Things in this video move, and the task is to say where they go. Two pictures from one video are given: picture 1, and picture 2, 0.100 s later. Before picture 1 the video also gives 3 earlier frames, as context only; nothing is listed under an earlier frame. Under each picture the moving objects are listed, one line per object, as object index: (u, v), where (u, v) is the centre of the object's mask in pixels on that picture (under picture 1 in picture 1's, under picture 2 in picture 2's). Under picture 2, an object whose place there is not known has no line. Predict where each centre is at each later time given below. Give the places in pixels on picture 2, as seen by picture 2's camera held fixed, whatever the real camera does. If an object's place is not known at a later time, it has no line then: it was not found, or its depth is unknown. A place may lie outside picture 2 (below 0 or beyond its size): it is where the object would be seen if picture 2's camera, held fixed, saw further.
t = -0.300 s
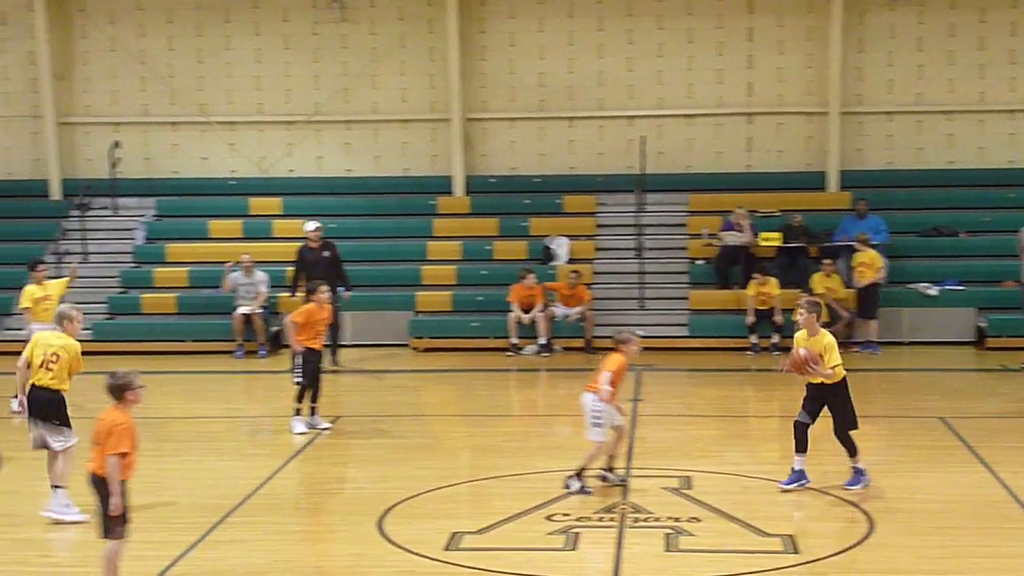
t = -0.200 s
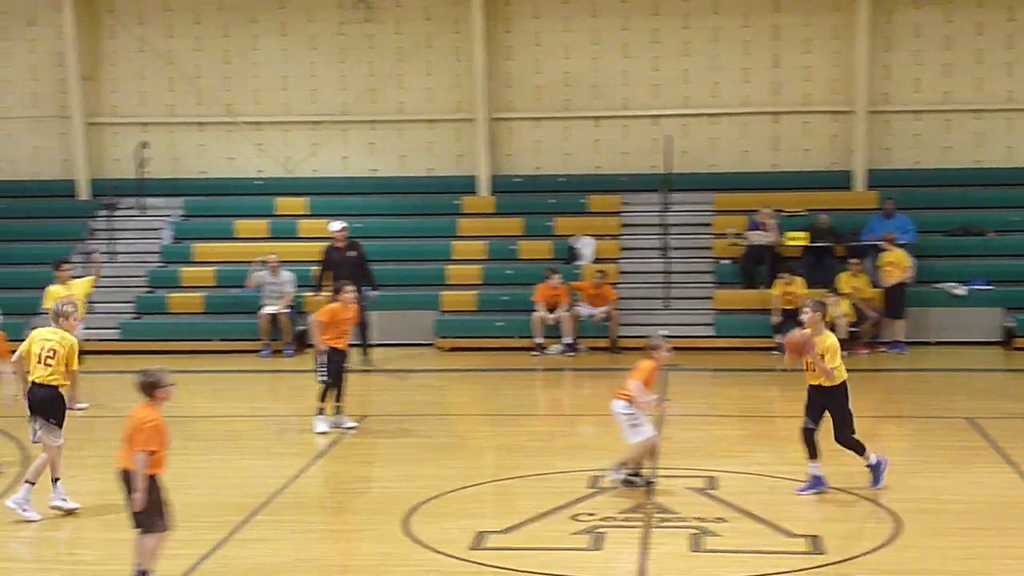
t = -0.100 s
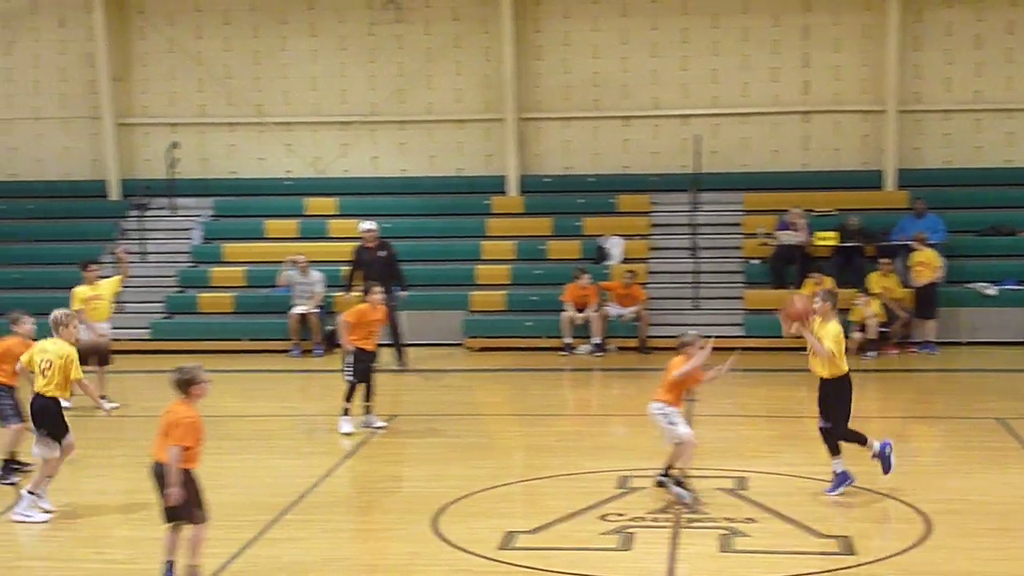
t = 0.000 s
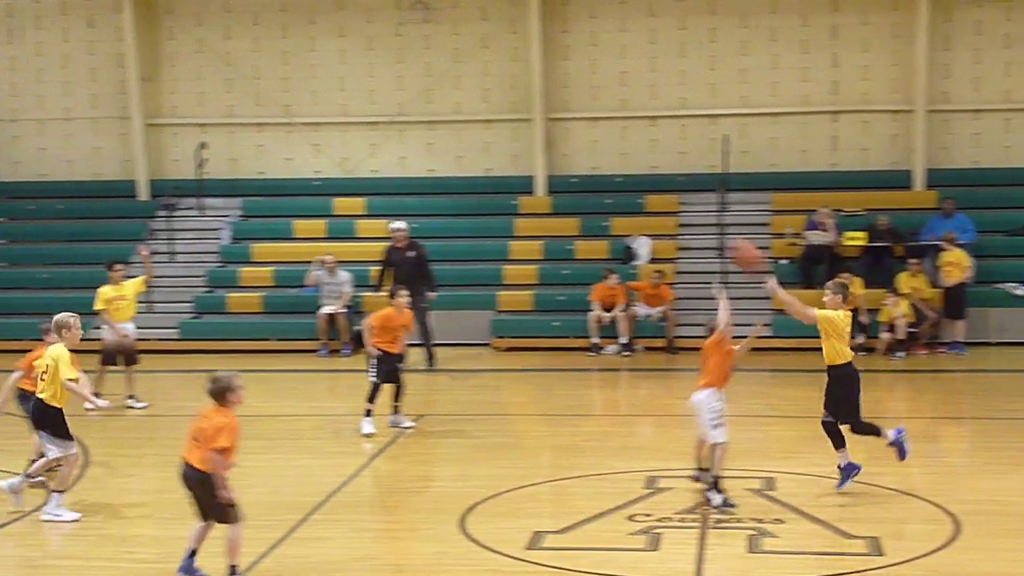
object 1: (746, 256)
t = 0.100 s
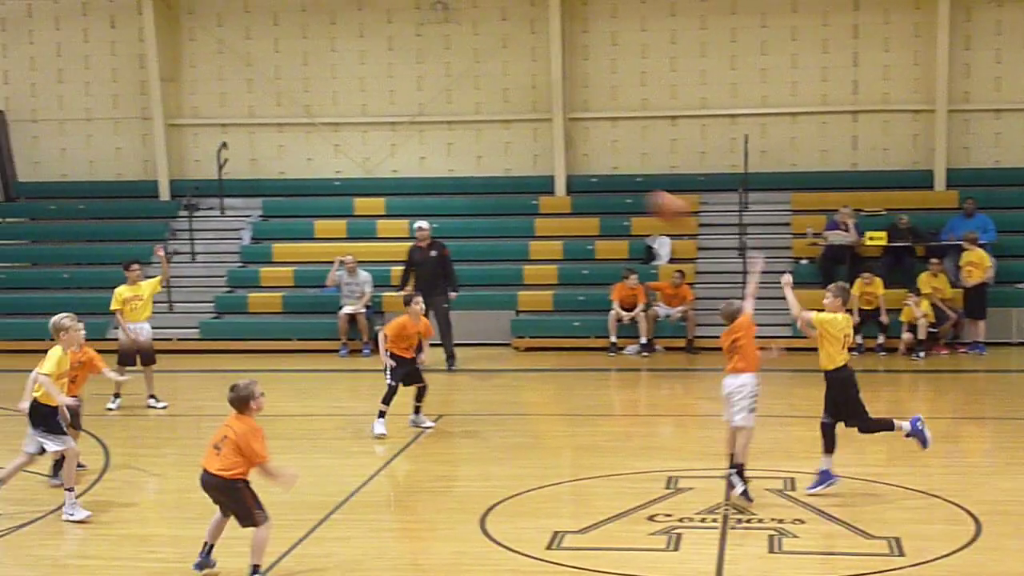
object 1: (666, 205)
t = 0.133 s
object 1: (637, 195)
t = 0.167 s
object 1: (605, 185)
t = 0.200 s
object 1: (574, 176)
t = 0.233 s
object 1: (540, 167)
